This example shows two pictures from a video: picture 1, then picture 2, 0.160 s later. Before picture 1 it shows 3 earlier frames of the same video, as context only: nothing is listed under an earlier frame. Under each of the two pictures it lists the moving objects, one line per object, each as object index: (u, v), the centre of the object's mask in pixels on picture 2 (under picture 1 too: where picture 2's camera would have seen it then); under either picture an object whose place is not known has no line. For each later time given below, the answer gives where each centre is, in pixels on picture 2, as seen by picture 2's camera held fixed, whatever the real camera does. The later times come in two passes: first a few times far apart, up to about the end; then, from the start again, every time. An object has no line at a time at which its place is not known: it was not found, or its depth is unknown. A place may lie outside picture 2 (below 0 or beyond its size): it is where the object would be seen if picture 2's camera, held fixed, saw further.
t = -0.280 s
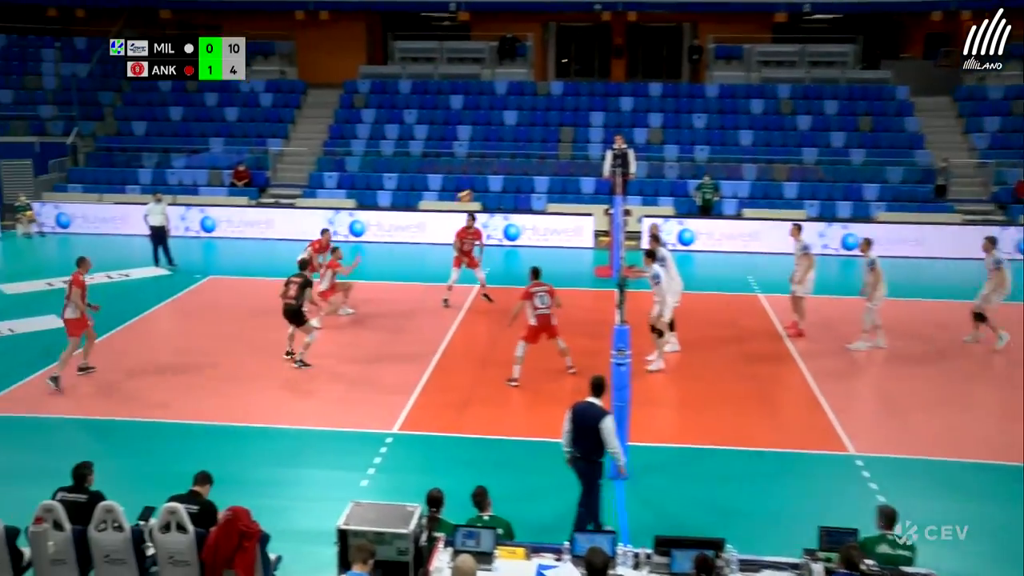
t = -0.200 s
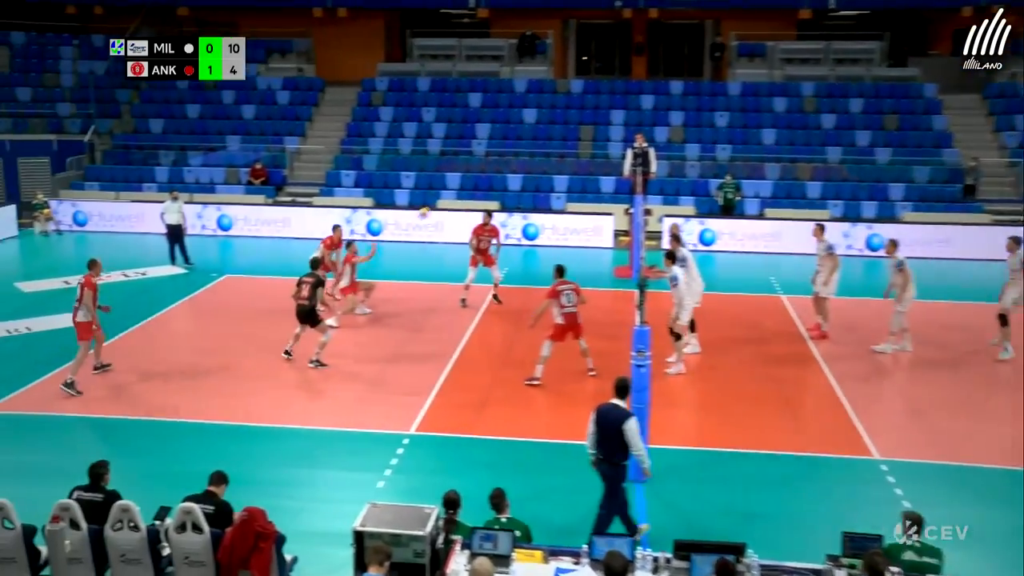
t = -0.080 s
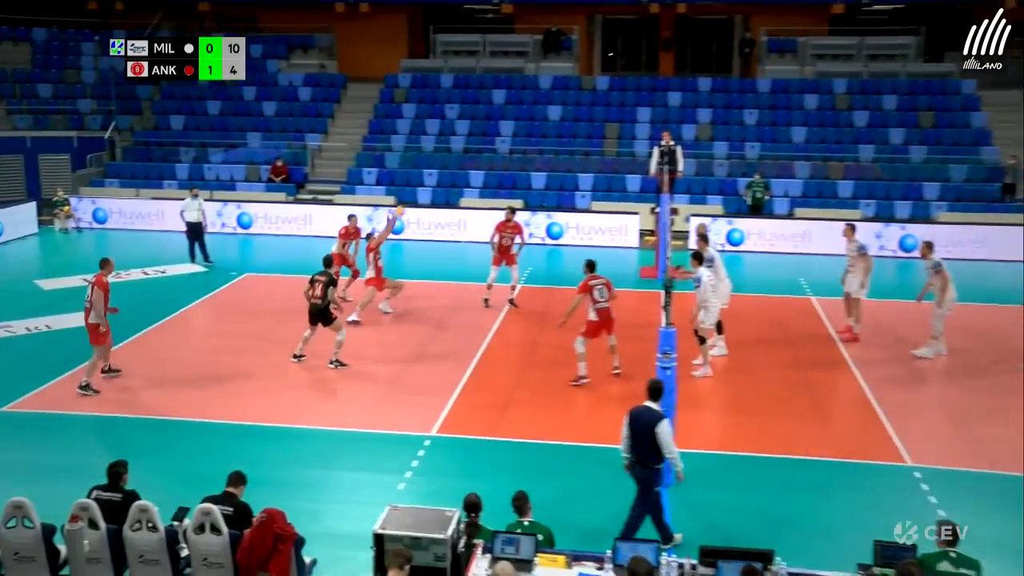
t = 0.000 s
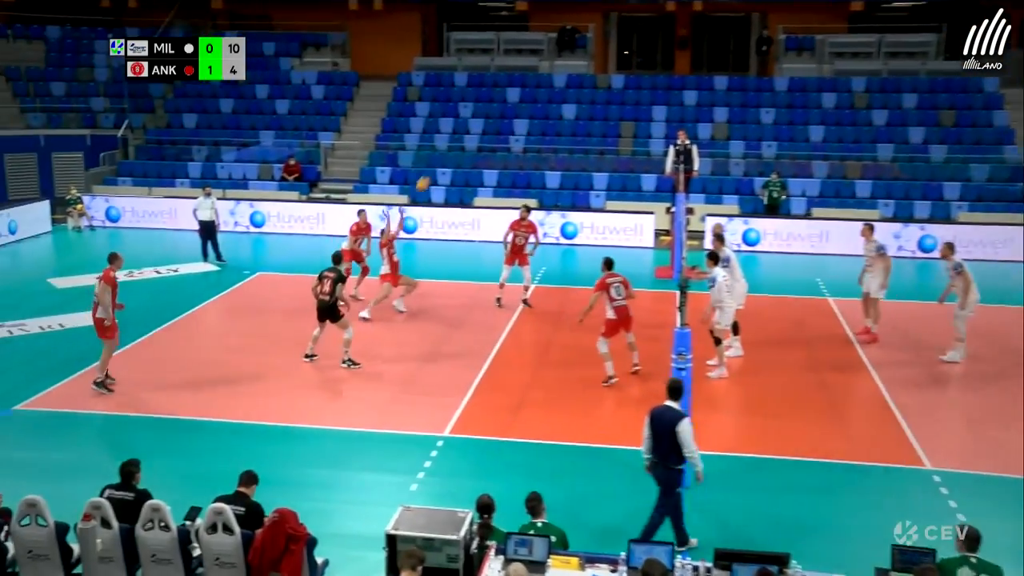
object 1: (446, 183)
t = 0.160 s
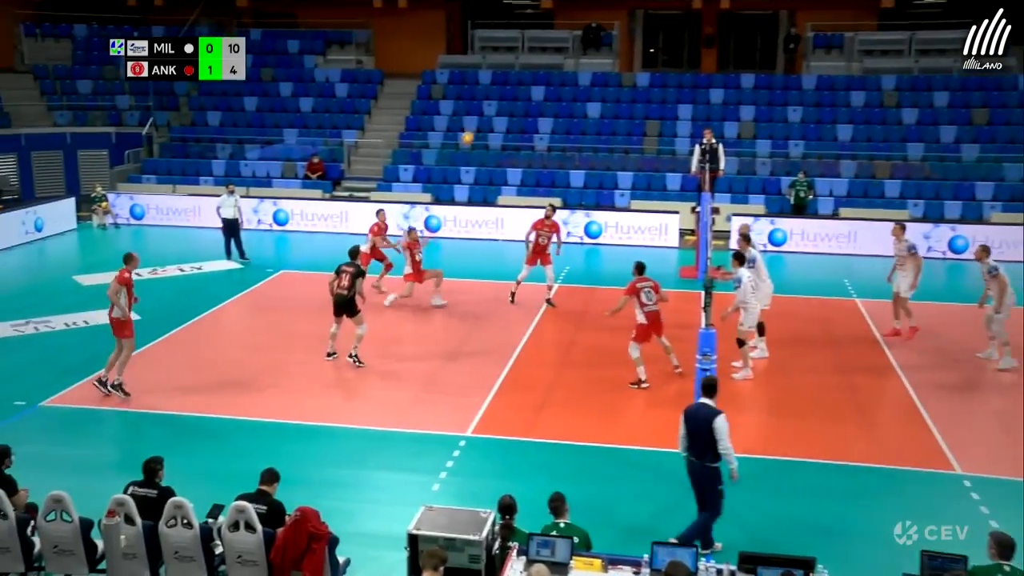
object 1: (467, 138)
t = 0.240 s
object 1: (479, 121)
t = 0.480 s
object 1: (511, 92)
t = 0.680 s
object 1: (538, 95)
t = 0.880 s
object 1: (565, 121)
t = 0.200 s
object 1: (473, 128)
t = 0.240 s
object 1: (479, 121)
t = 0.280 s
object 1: (484, 113)
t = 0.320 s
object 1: (490, 108)
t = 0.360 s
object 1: (495, 101)
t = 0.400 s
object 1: (500, 98)
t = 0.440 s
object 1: (506, 95)
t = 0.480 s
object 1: (511, 92)
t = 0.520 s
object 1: (516, 91)
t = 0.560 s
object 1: (522, 90)
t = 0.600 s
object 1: (527, 91)
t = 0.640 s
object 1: (533, 92)
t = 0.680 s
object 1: (538, 95)
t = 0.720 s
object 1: (544, 98)
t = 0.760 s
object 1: (549, 102)
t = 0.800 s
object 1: (554, 108)
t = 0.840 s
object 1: (559, 114)
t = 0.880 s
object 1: (565, 121)
